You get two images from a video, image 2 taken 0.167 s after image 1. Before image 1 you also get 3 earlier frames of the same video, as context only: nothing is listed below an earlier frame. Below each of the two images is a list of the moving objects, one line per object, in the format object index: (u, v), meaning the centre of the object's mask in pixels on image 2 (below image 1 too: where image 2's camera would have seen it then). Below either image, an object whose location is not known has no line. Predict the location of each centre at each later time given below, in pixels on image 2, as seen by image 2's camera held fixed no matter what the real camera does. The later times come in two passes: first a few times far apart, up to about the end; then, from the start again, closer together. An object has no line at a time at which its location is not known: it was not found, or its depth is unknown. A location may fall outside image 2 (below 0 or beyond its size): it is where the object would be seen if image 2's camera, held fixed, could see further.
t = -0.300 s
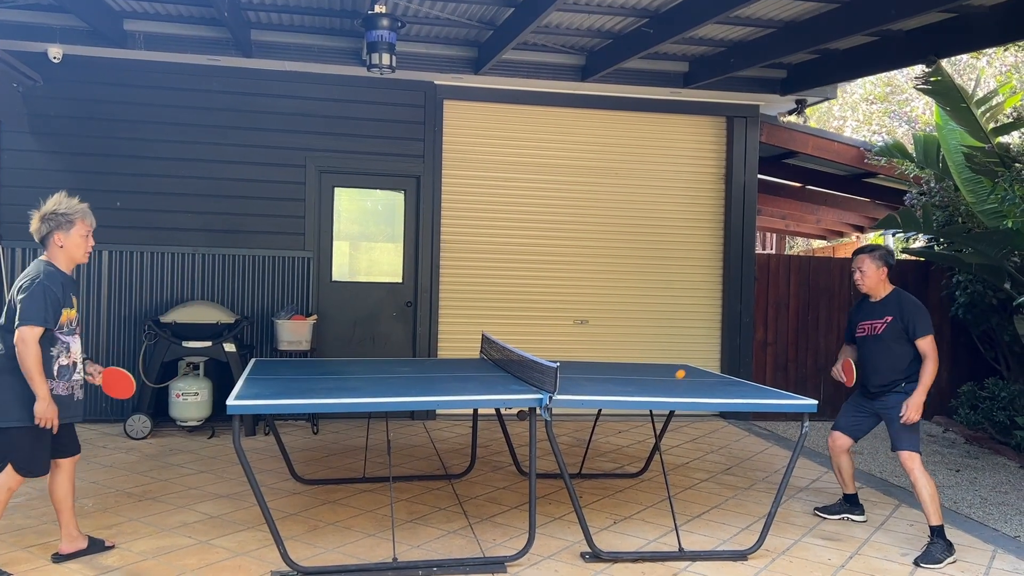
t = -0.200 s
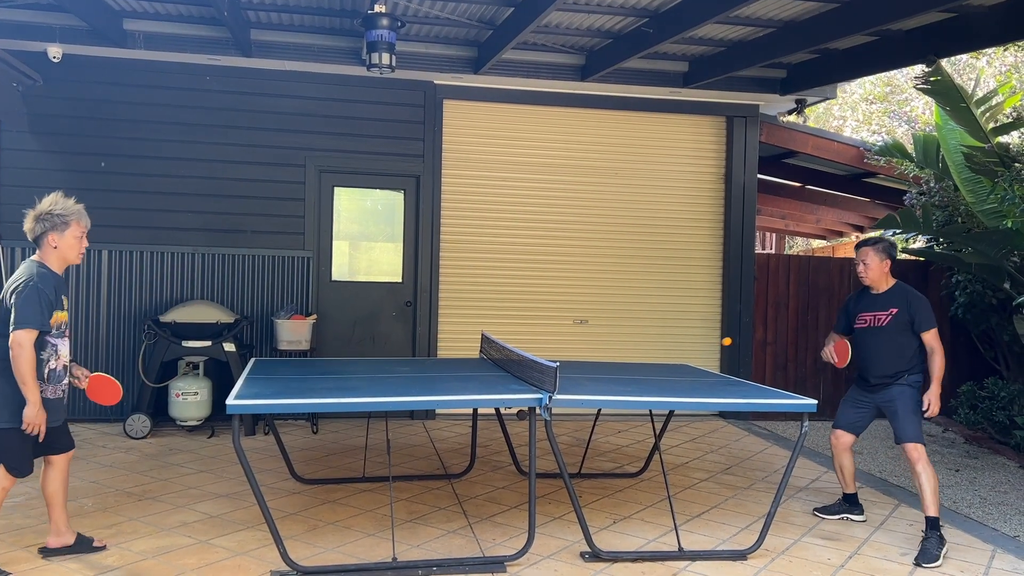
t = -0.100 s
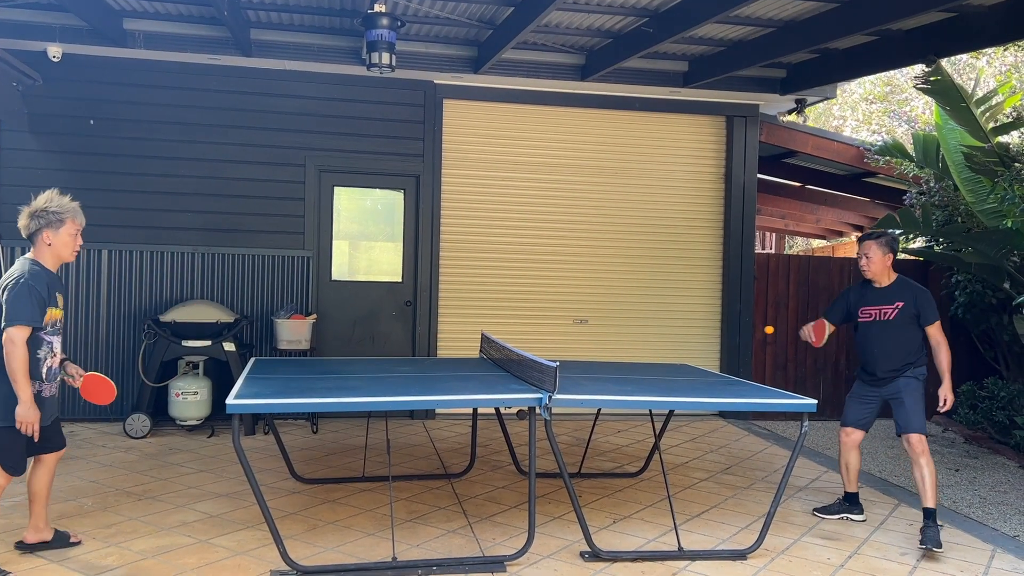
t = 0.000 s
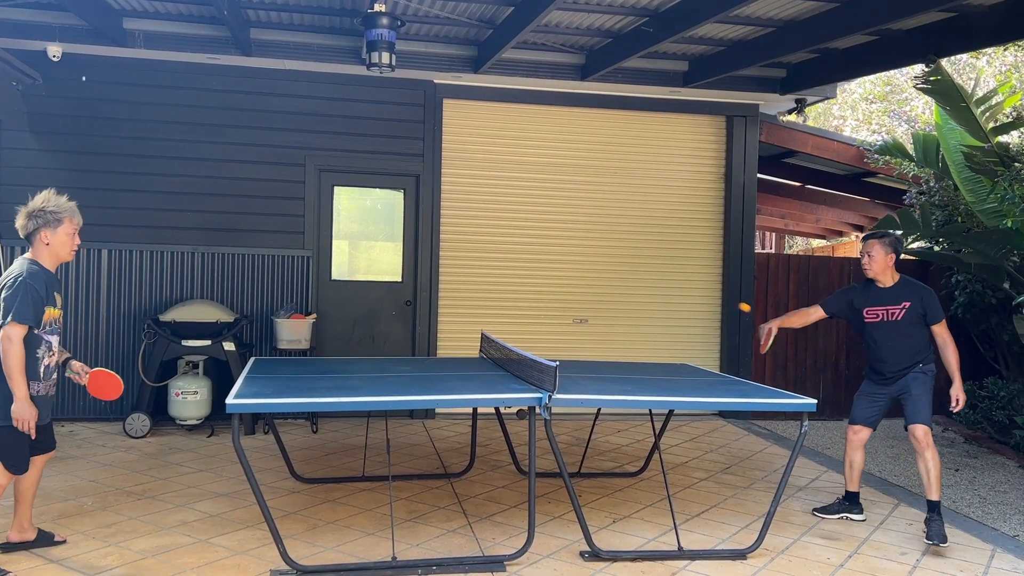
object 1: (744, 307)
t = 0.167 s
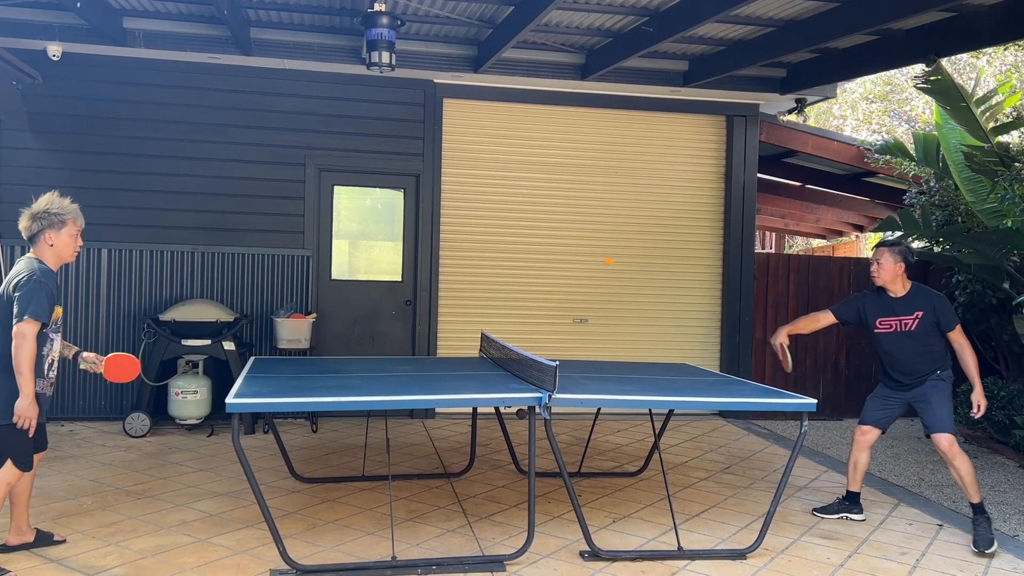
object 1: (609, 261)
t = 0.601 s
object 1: (303, 346)
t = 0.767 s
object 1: (228, 314)
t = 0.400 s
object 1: (439, 274)
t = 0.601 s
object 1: (303, 346)
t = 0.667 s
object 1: (267, 351)
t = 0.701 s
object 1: (253, 337)
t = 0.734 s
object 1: (240, 324)
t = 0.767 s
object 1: (228, 314)
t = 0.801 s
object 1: (215, 306)
